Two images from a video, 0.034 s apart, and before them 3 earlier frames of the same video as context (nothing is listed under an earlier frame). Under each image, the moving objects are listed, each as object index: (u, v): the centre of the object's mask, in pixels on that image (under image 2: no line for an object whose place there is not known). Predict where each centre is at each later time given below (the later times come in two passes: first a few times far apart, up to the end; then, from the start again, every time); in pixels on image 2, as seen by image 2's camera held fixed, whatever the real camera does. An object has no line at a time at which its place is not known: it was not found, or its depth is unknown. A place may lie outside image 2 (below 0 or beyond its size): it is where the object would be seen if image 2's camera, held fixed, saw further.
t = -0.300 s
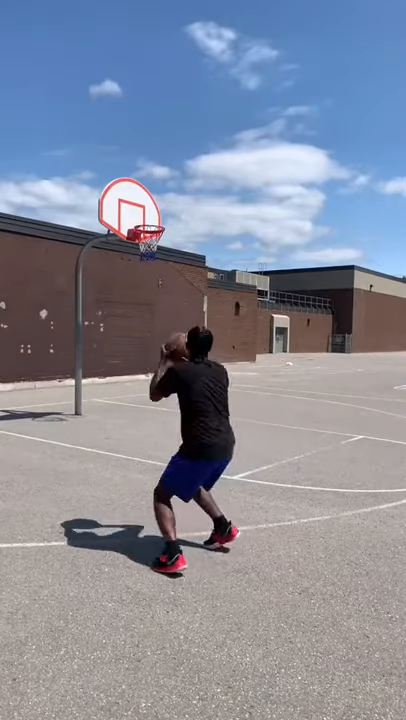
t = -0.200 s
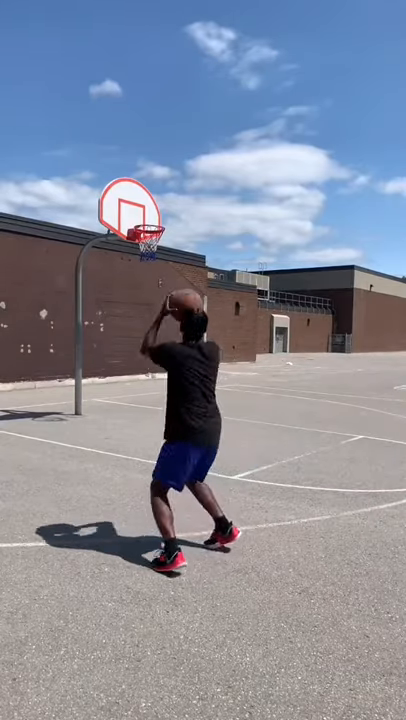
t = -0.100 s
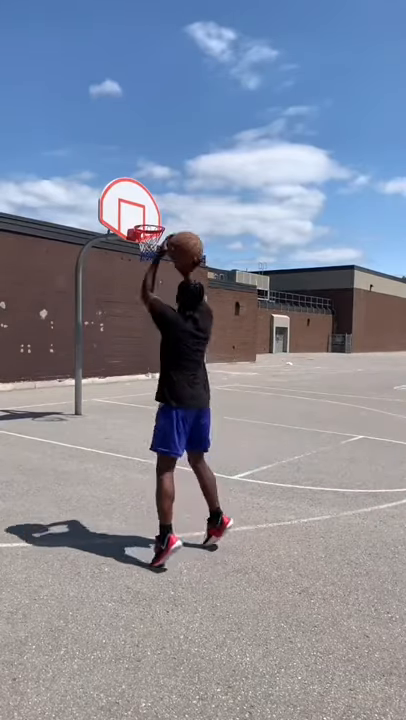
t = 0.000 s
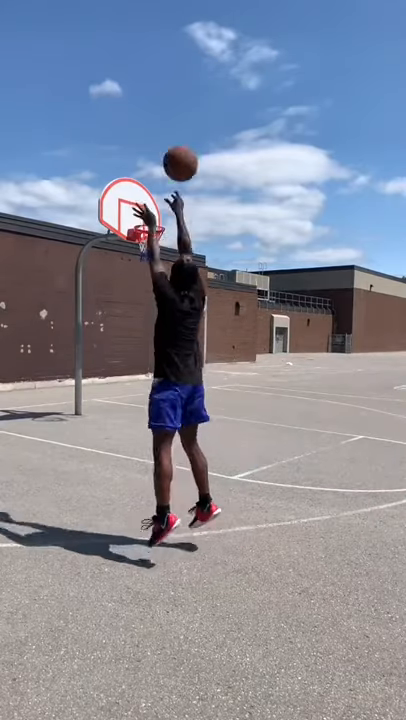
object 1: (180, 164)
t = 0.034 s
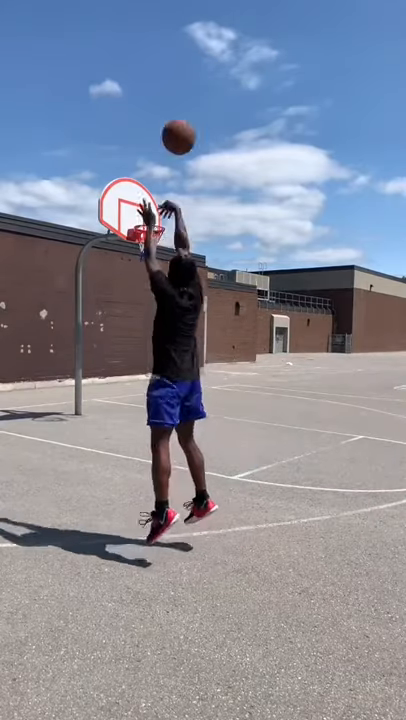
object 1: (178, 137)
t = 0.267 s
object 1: (168, 23)
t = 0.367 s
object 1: (165, 8)
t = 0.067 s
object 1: (177, 113)
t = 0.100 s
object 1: (175, 92)
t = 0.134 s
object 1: (174, 74)
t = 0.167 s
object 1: (172, 58)
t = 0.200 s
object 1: (171, 45)
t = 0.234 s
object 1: (170, 33)
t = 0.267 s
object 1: (168, 23)
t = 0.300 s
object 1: (167, 15)
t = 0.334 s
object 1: (167, 11)
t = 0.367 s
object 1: (165, 8)
